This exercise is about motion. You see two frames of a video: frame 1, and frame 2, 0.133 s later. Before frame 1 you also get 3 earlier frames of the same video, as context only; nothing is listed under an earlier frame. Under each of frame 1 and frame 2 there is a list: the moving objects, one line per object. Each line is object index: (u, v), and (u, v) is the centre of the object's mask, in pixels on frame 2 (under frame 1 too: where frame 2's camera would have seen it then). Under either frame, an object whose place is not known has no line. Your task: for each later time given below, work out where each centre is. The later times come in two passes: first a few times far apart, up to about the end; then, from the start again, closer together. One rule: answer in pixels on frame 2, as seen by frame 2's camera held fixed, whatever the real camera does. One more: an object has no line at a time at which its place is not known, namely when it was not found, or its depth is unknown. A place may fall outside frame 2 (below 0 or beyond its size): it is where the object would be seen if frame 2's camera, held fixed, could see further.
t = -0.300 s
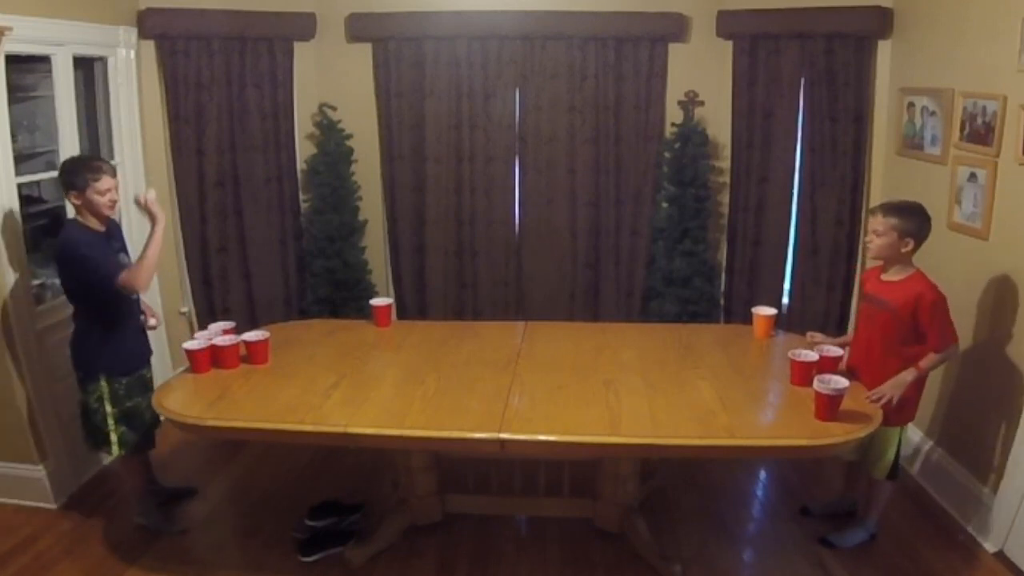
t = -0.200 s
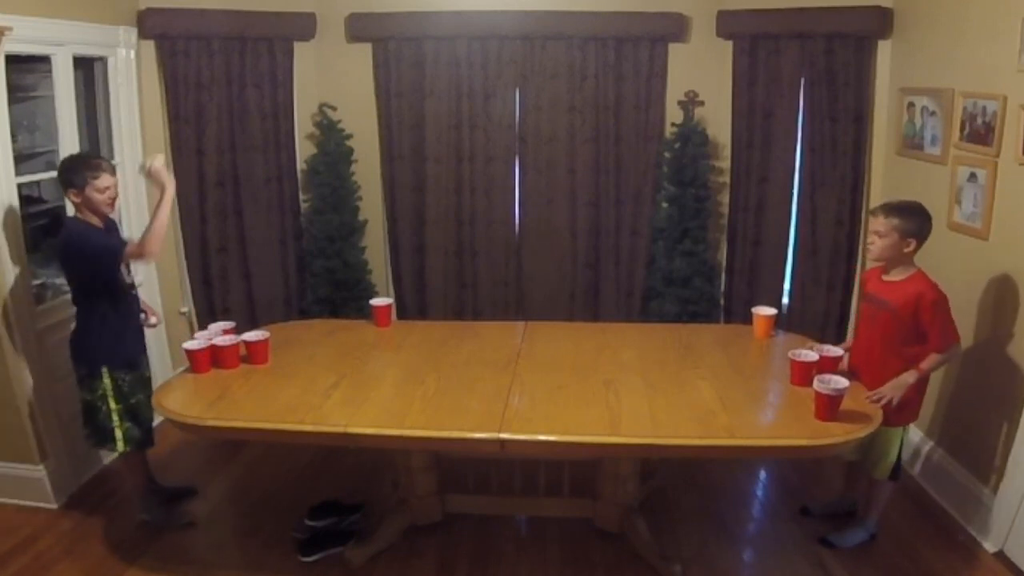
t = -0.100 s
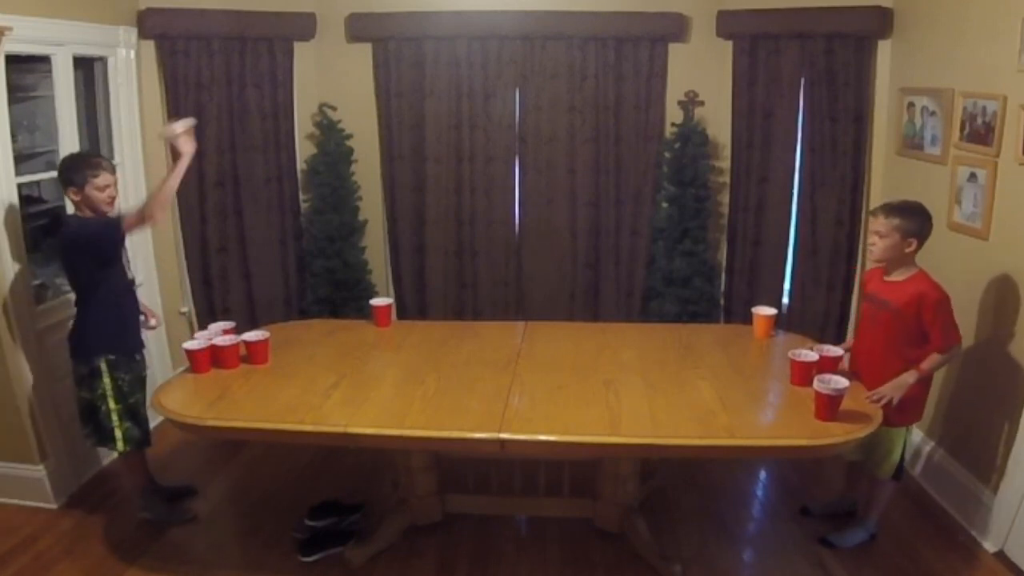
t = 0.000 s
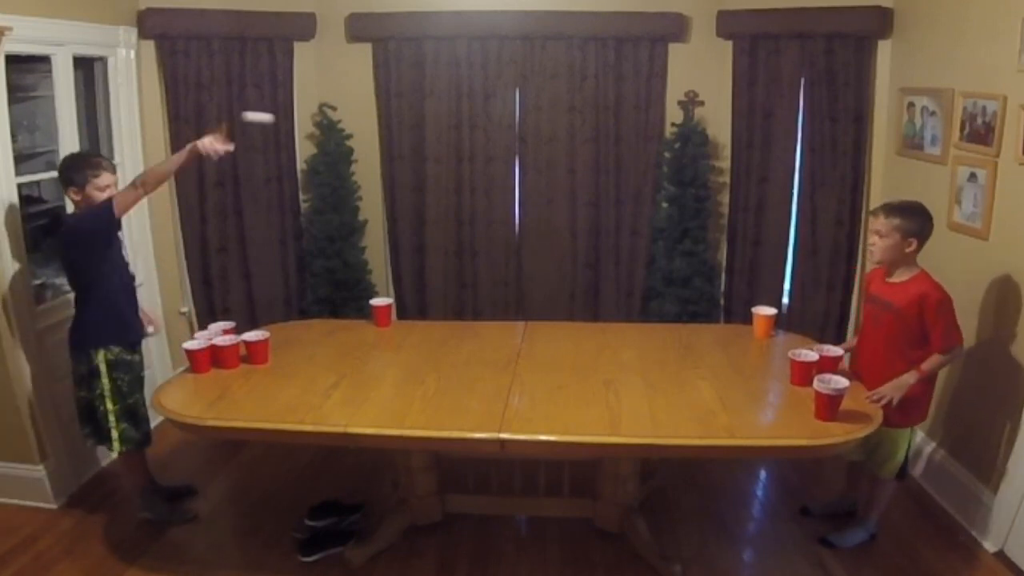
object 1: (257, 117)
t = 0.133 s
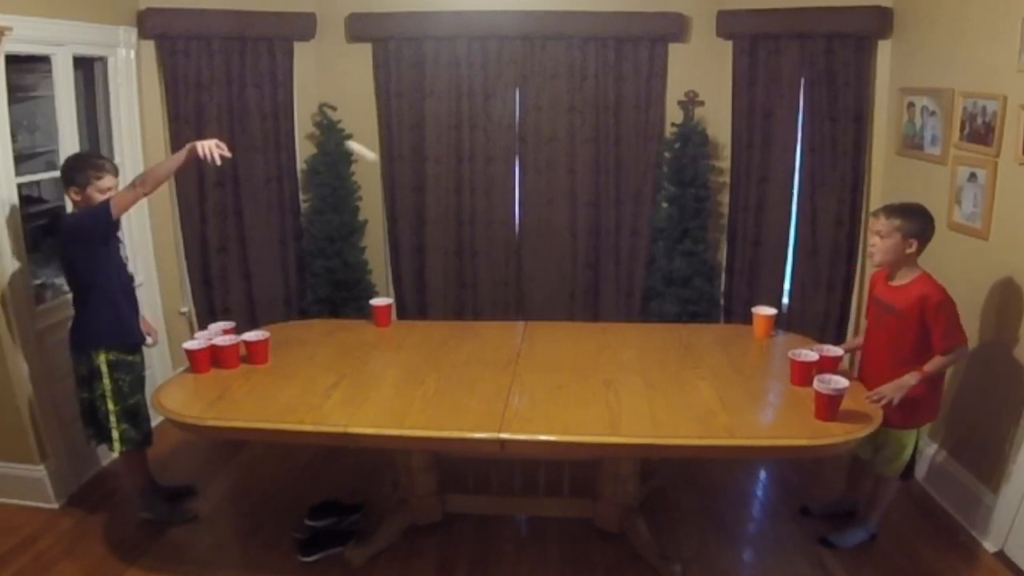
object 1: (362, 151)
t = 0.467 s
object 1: (578, 328)
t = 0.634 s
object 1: (639, 236)
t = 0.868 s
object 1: (723, 240)
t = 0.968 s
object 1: (754, 288)
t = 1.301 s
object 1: (727, 317)
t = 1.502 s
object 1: (665, 358)
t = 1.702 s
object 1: (650, 327)
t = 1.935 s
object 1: (640, 357)
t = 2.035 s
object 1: (645, 337)
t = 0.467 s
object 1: (578, 328)
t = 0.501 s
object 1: (589, 304)
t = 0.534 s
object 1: (602, 283)
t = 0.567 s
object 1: (614, 264)
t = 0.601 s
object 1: (627, 249)
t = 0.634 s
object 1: (639, 236)
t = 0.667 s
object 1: (652, 227)
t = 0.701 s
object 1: (664, 221)
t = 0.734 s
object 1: (677, 219)
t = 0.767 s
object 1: (689, 219)
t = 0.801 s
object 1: (701, 223)
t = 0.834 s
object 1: (712, 229)
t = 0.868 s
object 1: (723, 240)
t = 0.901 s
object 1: (734, 253)
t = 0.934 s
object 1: (744, 269)
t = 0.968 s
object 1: (754, 288)
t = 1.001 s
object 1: (759, 300)
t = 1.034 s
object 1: (770, 335)
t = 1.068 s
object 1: (776, 356)
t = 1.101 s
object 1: (782, 371)
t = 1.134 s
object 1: (775, 356)
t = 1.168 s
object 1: (766, 343)
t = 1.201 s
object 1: (757, 333)
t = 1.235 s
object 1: (746, 323)
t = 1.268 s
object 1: (737, 319)
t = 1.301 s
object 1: (727, 317)
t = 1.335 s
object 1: (718, 317)
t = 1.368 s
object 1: (708, 319)
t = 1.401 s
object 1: (698, 324)
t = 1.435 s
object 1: (686, 334)
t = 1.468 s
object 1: (676, 344)
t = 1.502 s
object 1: (665, 358)
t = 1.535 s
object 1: (657, 366)
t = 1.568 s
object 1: (656, 353)
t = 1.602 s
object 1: (655, 342)
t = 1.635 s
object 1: (654, 334)
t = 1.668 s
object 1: (652, 329)
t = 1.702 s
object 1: (650, 327)
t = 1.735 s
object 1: (649, 327)
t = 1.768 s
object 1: (647, 329)
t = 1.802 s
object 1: (646, 335)
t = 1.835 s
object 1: (643, 343)
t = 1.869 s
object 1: (641, 353)
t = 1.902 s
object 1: (640, 365)
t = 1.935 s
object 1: (640, 357)
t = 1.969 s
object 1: (643, 347)
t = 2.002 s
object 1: (643, 341)
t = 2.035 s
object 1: (645, 337)
